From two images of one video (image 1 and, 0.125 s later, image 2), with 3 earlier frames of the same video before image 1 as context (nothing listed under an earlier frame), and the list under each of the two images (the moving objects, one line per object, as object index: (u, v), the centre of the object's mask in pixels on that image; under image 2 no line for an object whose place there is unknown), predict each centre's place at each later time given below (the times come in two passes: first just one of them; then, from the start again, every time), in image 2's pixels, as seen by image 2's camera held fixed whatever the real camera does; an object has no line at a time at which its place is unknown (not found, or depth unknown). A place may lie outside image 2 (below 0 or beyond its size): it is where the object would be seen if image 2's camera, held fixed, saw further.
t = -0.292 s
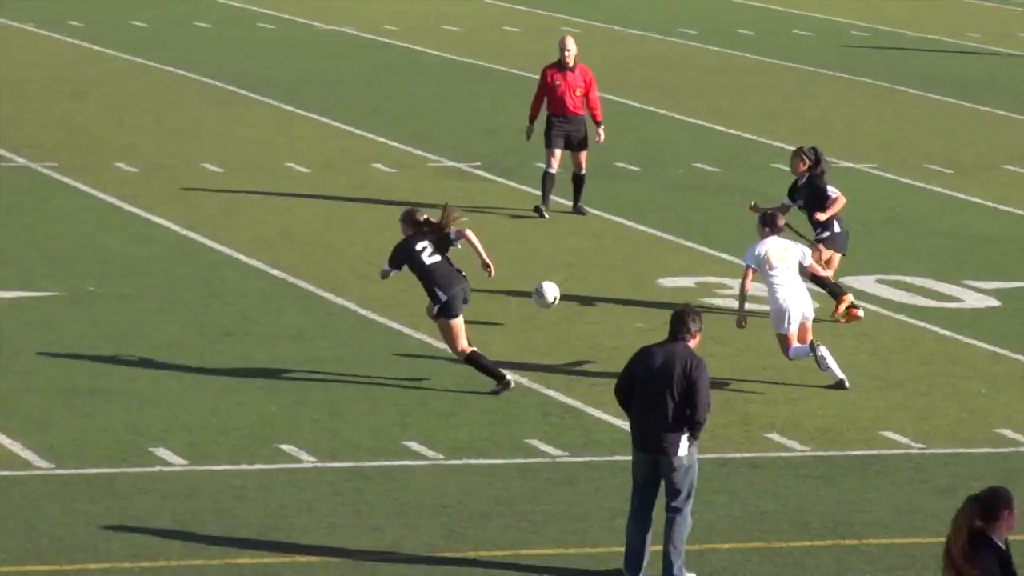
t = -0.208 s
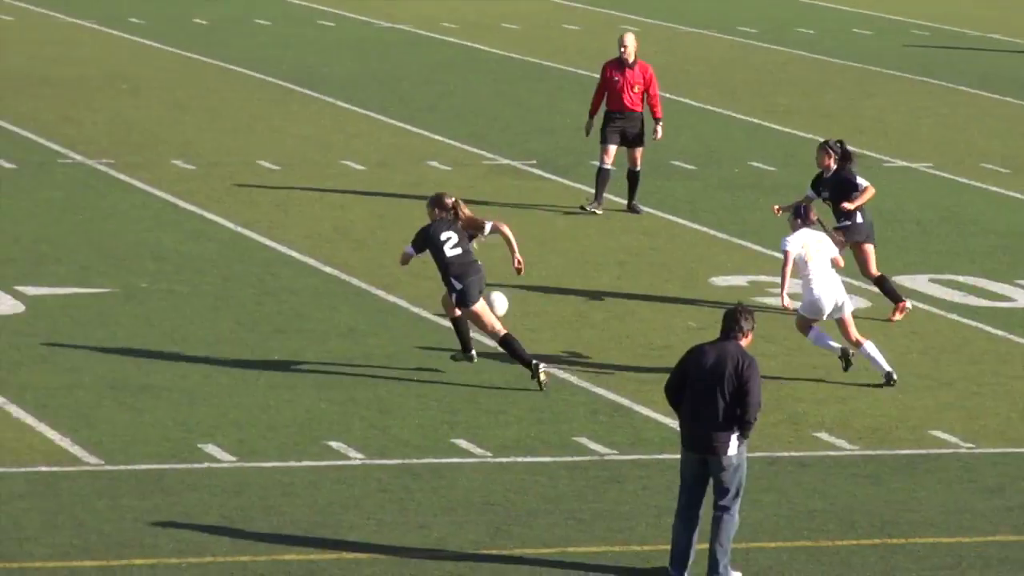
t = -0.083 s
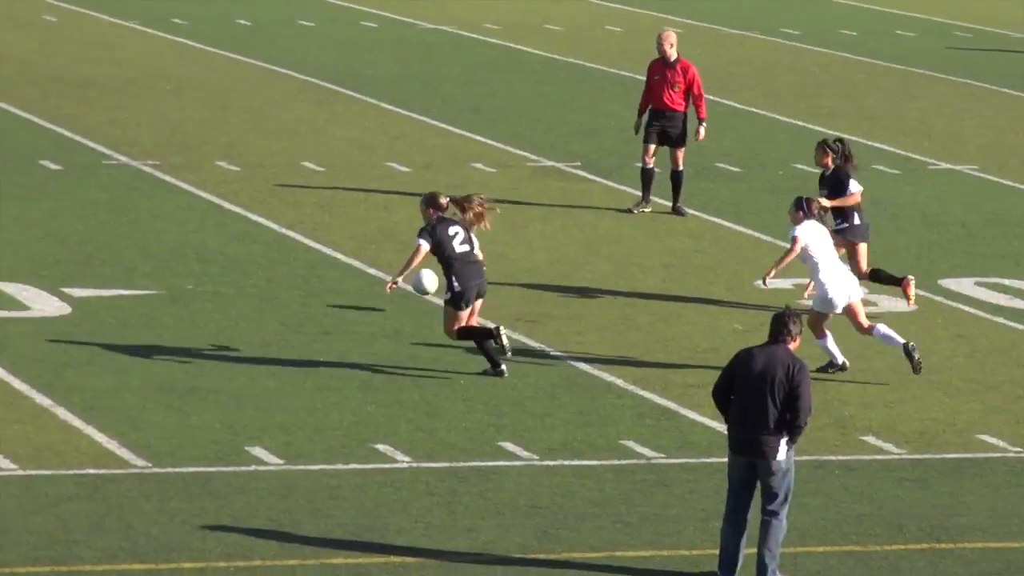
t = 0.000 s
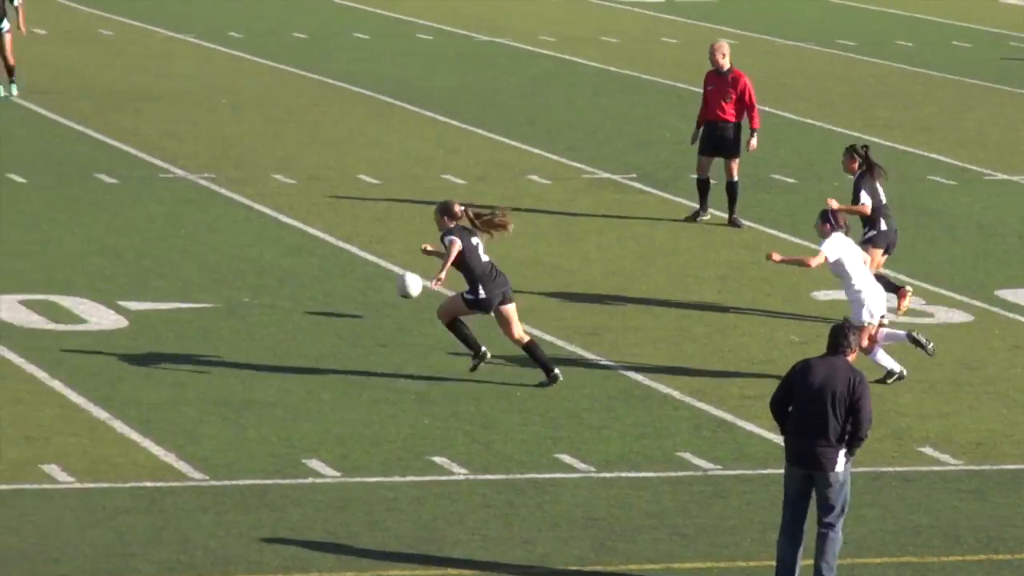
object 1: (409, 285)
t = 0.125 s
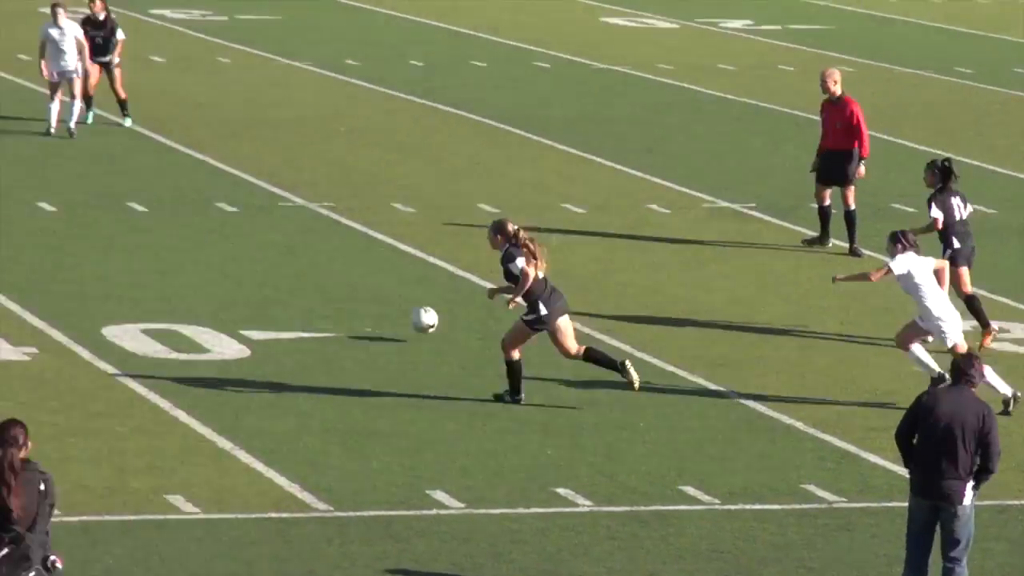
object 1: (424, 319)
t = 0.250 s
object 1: (328, 314)
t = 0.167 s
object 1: (391, 326)
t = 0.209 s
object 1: (358, 321)
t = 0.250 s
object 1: (328, 314)
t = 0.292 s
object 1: (296, 309)
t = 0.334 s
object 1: (266, 306)
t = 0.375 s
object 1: (234, 307)
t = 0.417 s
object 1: (205, 308)
